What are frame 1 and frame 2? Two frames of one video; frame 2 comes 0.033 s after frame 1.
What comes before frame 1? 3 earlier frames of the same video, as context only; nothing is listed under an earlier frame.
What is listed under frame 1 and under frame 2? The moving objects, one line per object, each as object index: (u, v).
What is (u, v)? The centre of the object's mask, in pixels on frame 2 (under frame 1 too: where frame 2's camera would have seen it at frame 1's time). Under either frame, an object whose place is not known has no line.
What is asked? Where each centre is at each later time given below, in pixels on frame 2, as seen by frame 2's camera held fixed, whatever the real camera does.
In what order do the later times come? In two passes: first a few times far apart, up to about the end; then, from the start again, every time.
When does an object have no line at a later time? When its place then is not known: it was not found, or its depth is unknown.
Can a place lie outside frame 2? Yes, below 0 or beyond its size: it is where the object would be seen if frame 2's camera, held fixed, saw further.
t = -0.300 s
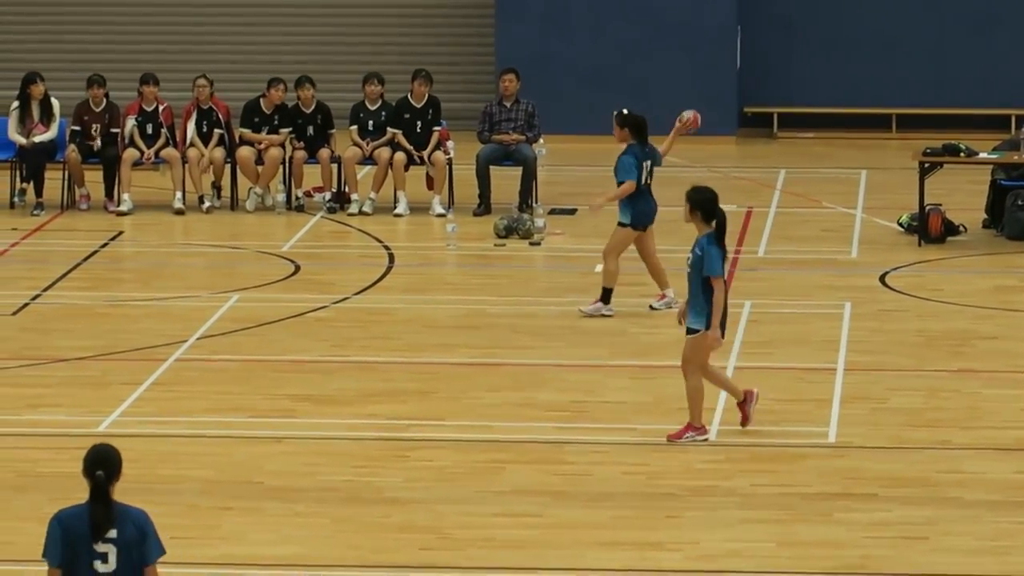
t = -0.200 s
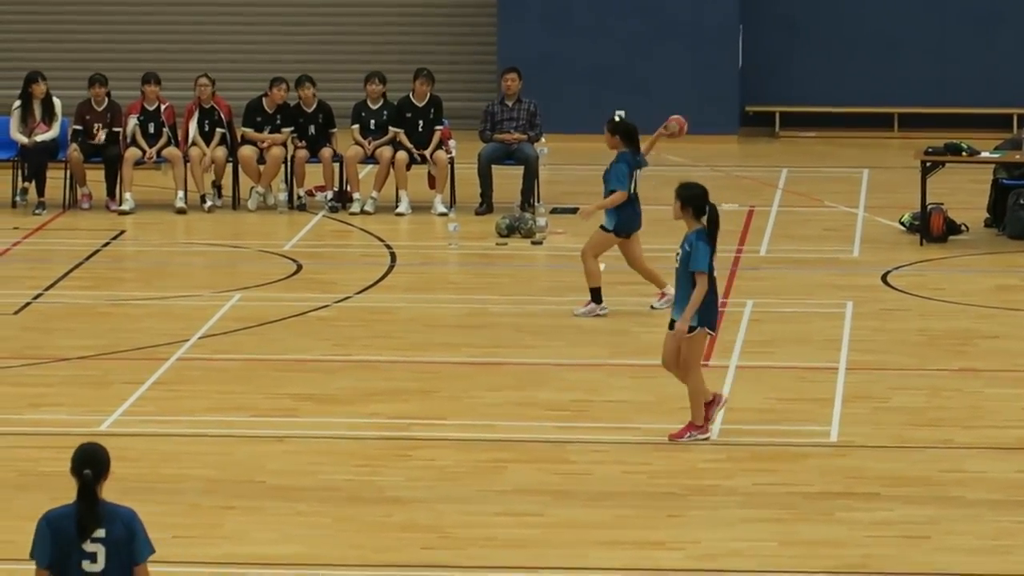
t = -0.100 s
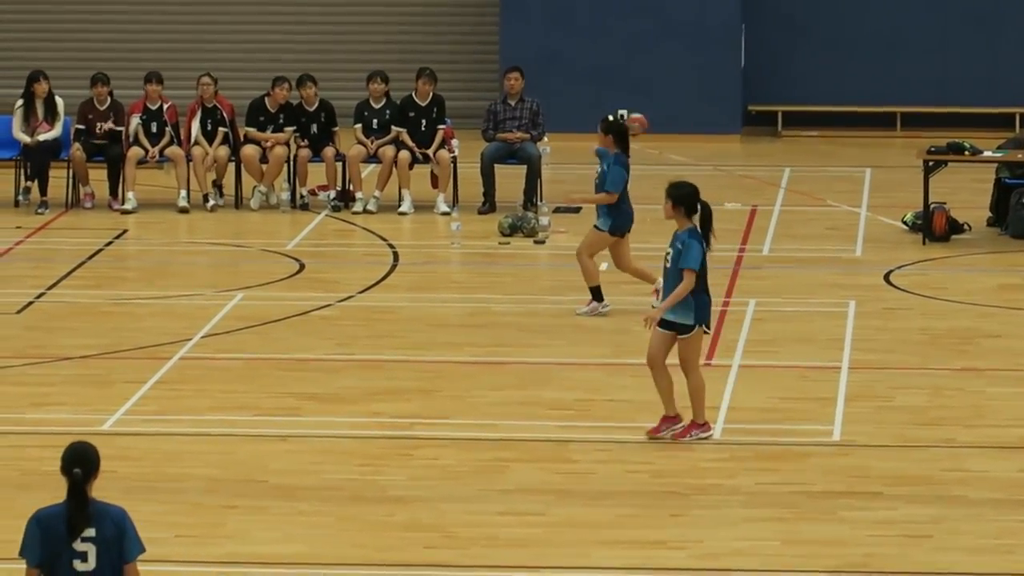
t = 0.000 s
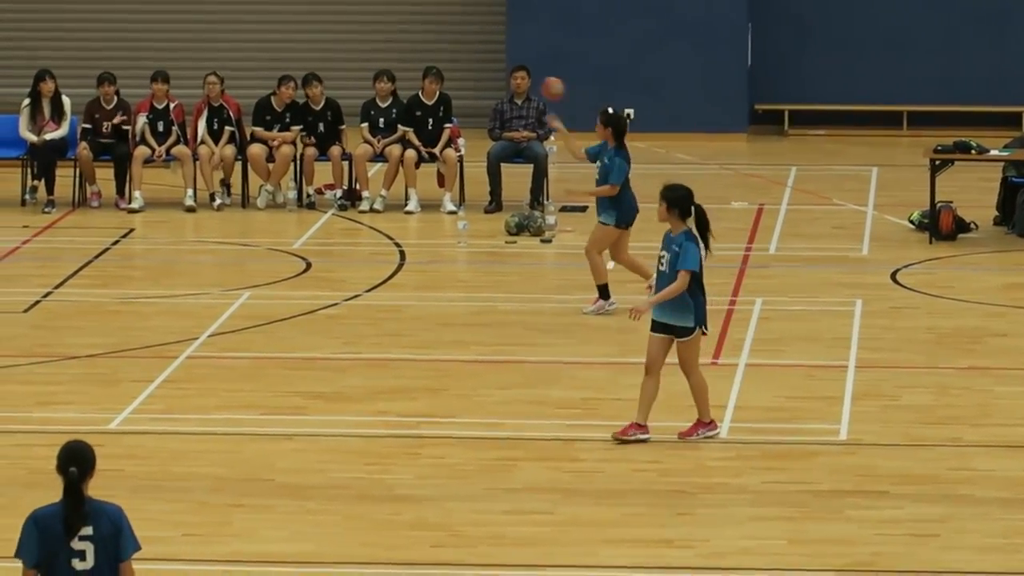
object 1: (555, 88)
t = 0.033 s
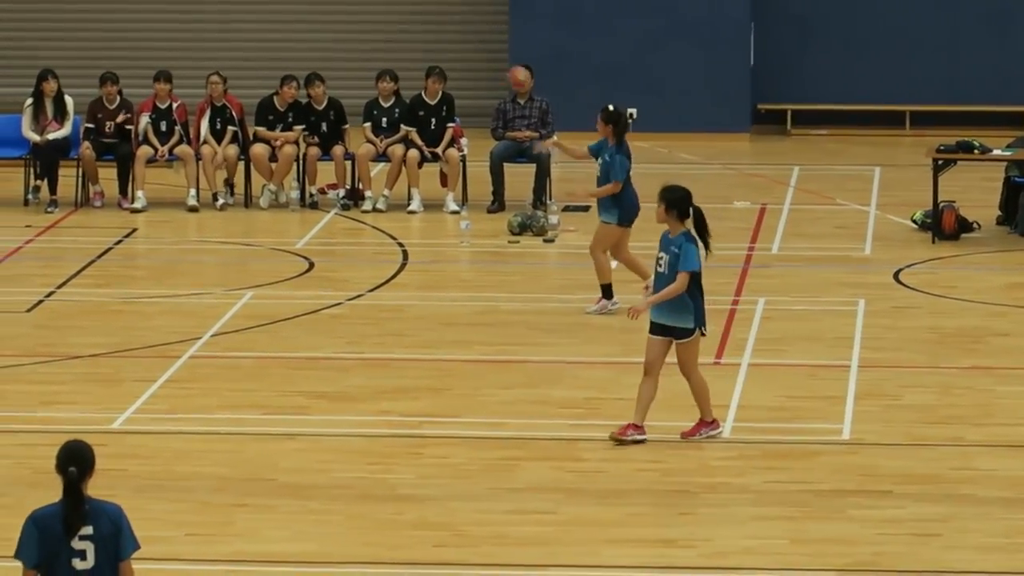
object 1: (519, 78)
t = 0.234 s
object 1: (299, 44)
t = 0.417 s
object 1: (101, 55)
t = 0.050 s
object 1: (500, 72)
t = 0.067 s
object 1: (481, 67)
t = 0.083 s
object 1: (464, 62)
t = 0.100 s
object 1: (445, 60)
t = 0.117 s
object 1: (427, 56)
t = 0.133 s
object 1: (409, 53)
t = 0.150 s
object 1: (390, 51)
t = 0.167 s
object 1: (373, 48)
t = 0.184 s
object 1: (354, 47)
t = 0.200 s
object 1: (336, 46)
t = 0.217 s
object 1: (318, 45)
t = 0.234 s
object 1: (299, 44)
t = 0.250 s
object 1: (281, 43)
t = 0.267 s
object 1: (263, 43)
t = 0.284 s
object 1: (246, 43)
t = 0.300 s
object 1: (226, 43)
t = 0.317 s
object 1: (209, 45)
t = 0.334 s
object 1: (192, 45)
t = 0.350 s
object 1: (173, 46)
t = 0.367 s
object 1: (155, 48)
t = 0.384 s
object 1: (138, 50)
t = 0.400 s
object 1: (119, 53)
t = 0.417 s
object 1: (101, 55)
